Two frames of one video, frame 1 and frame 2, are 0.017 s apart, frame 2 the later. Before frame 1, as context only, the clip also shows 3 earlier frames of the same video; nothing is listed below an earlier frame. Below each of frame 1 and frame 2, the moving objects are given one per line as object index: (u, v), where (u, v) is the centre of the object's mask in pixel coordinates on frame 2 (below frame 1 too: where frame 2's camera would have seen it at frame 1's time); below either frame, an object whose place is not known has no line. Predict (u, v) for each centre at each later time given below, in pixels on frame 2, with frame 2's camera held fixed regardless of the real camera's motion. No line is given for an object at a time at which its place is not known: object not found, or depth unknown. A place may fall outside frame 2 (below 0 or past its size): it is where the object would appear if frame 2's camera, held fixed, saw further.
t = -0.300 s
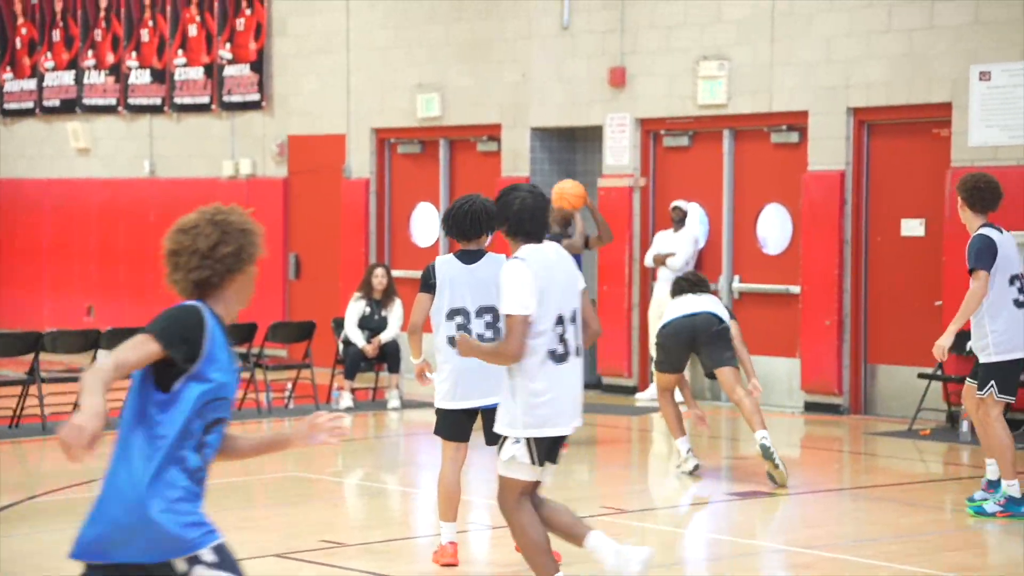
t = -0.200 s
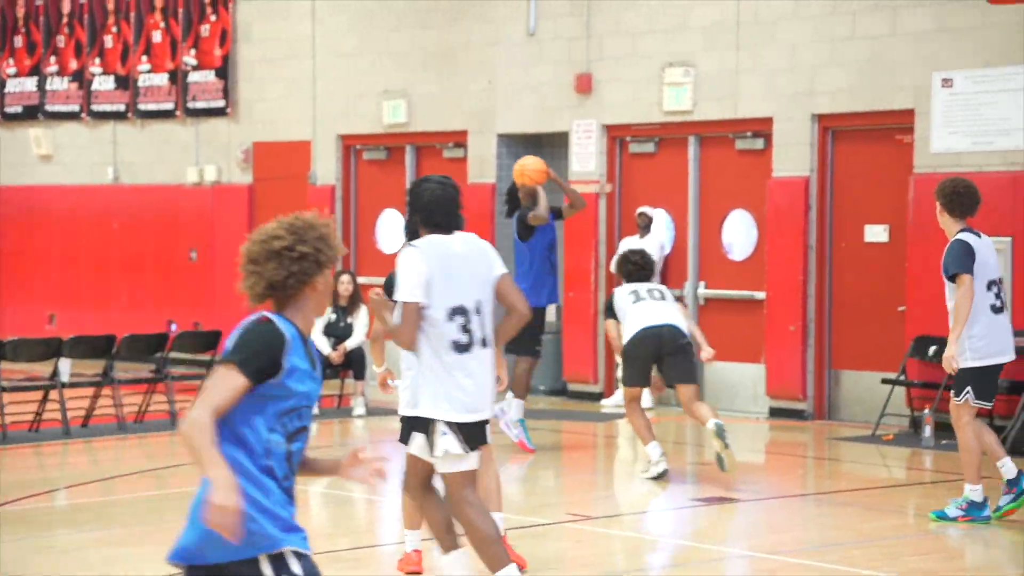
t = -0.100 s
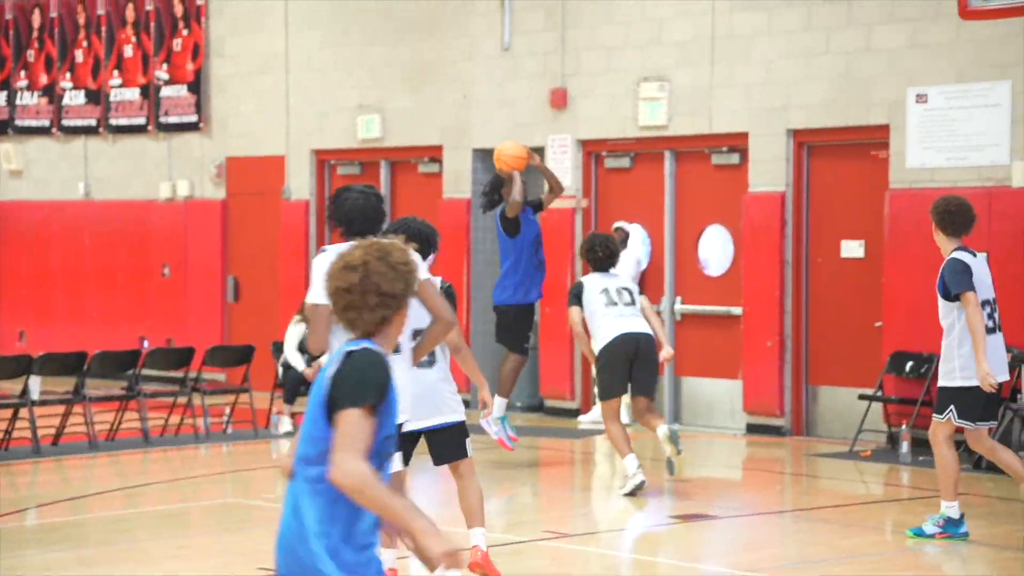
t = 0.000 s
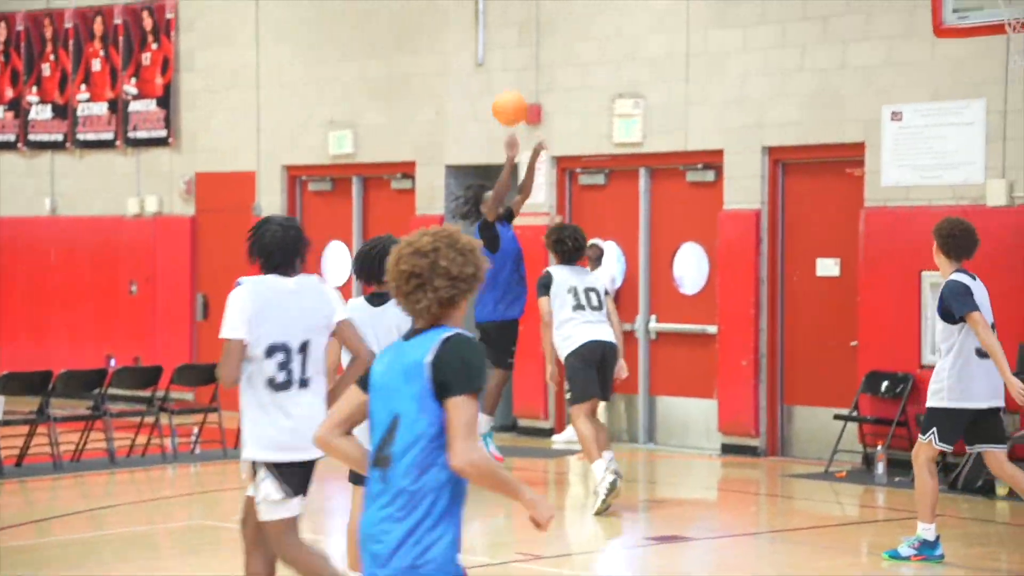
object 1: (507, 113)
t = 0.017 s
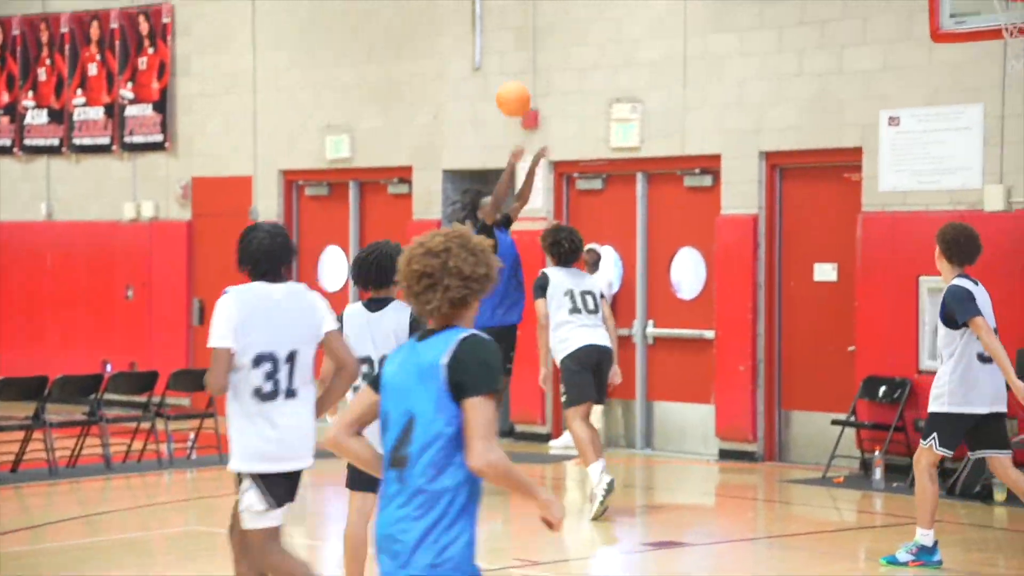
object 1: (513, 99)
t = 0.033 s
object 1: (520, 86)
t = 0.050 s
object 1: (527, 73)
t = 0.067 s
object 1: (534, 61)
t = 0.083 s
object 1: (542, 47)
